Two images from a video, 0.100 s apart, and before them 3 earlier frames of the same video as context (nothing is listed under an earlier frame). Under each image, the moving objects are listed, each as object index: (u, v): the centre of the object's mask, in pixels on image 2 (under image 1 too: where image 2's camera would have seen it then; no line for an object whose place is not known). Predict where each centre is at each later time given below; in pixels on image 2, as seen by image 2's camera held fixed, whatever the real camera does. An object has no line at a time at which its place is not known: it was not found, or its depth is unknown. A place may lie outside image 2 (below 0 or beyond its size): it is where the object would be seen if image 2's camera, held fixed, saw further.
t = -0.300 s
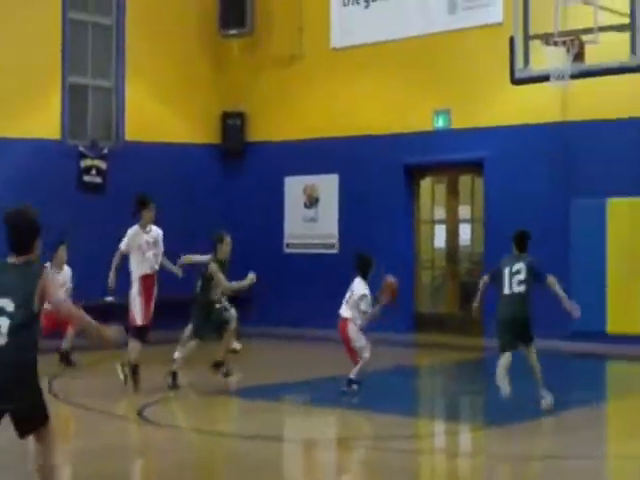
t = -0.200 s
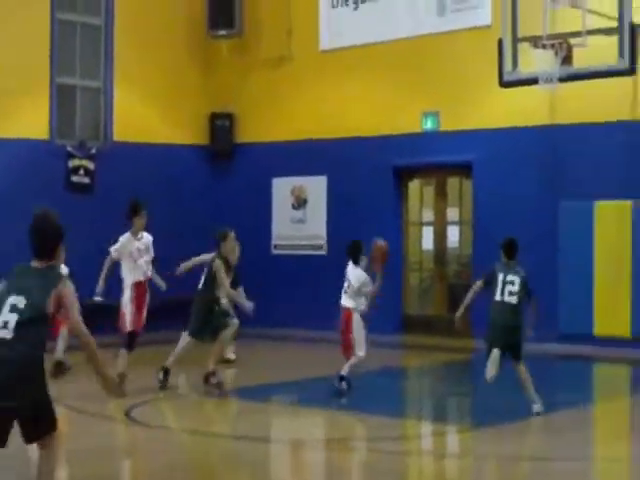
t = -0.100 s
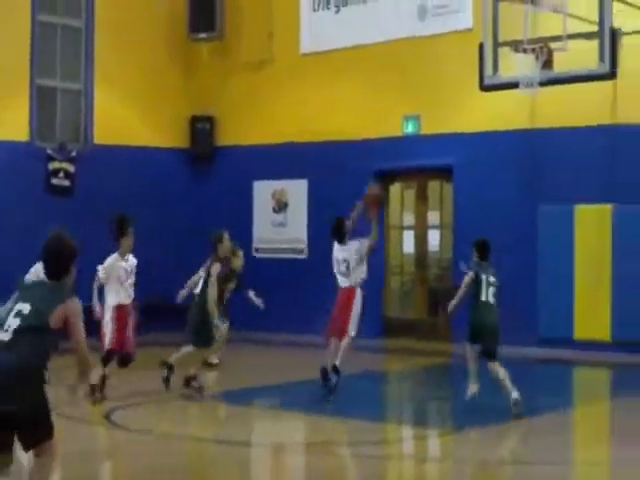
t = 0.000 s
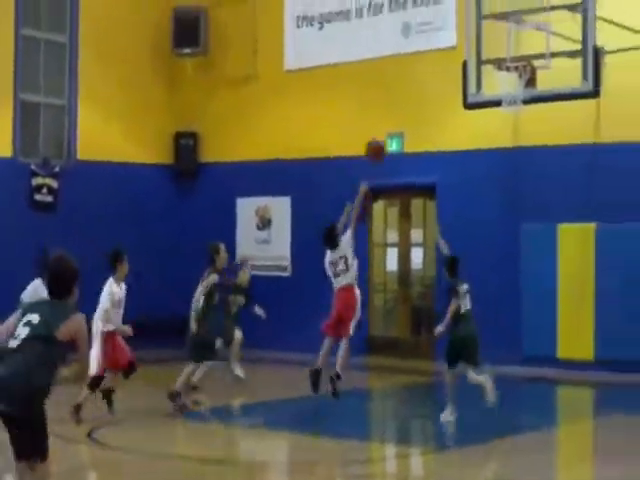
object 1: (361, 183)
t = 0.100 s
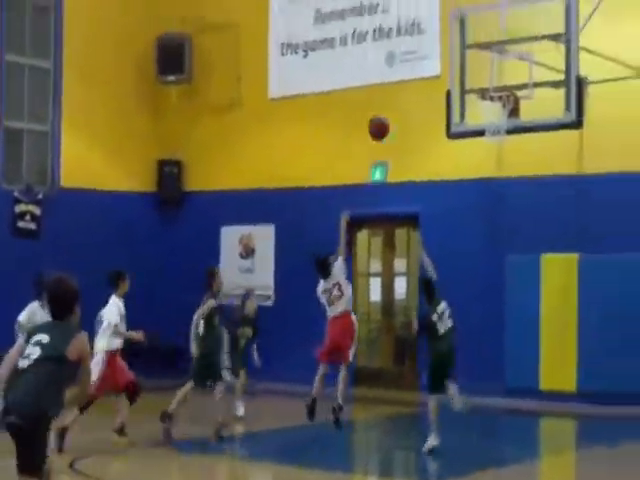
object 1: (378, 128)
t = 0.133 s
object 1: (383, 114)
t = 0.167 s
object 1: (389, 104)
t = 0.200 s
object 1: (391, 94)
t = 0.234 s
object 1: (395, 82)
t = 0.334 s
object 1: (411, 58)
